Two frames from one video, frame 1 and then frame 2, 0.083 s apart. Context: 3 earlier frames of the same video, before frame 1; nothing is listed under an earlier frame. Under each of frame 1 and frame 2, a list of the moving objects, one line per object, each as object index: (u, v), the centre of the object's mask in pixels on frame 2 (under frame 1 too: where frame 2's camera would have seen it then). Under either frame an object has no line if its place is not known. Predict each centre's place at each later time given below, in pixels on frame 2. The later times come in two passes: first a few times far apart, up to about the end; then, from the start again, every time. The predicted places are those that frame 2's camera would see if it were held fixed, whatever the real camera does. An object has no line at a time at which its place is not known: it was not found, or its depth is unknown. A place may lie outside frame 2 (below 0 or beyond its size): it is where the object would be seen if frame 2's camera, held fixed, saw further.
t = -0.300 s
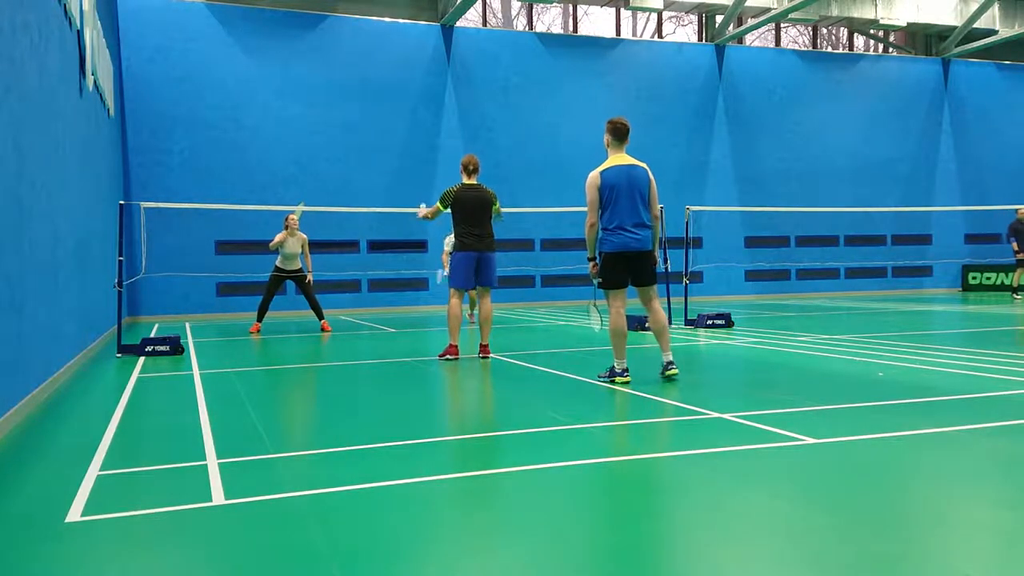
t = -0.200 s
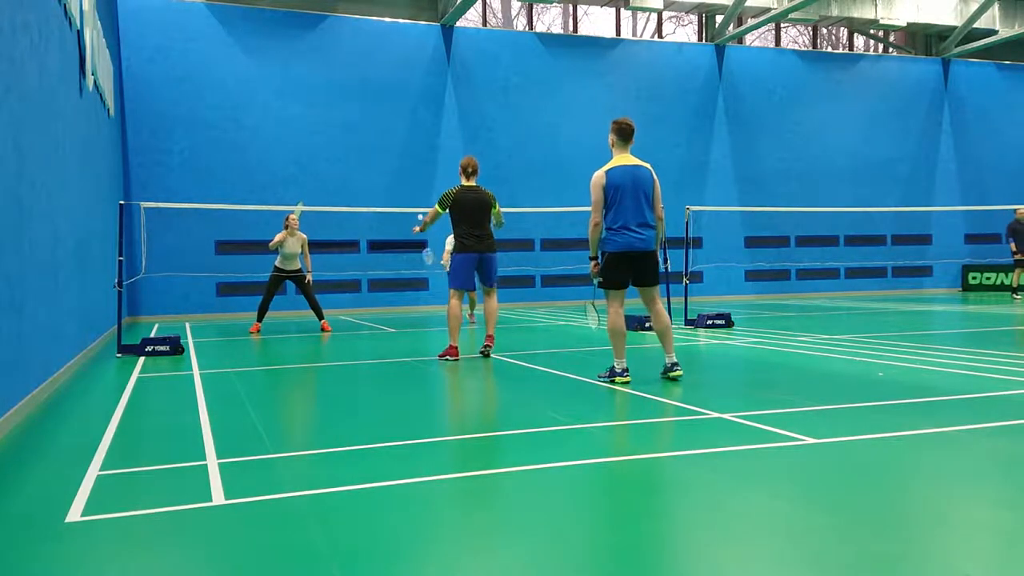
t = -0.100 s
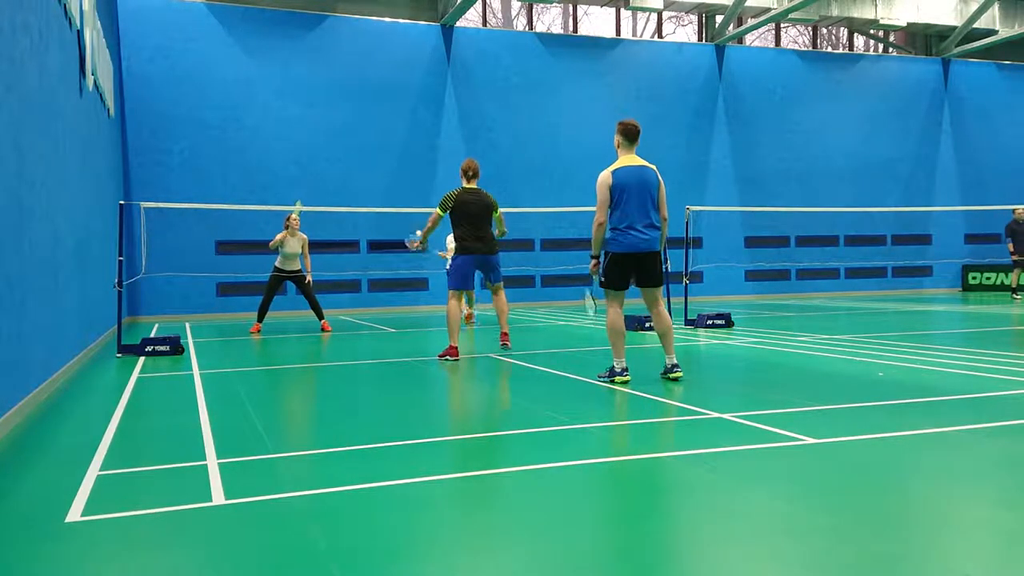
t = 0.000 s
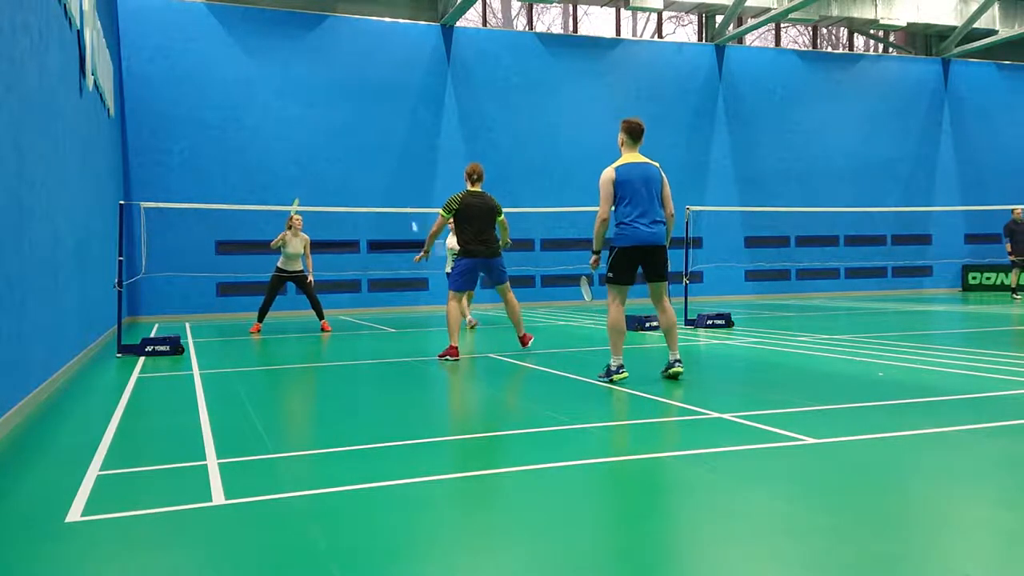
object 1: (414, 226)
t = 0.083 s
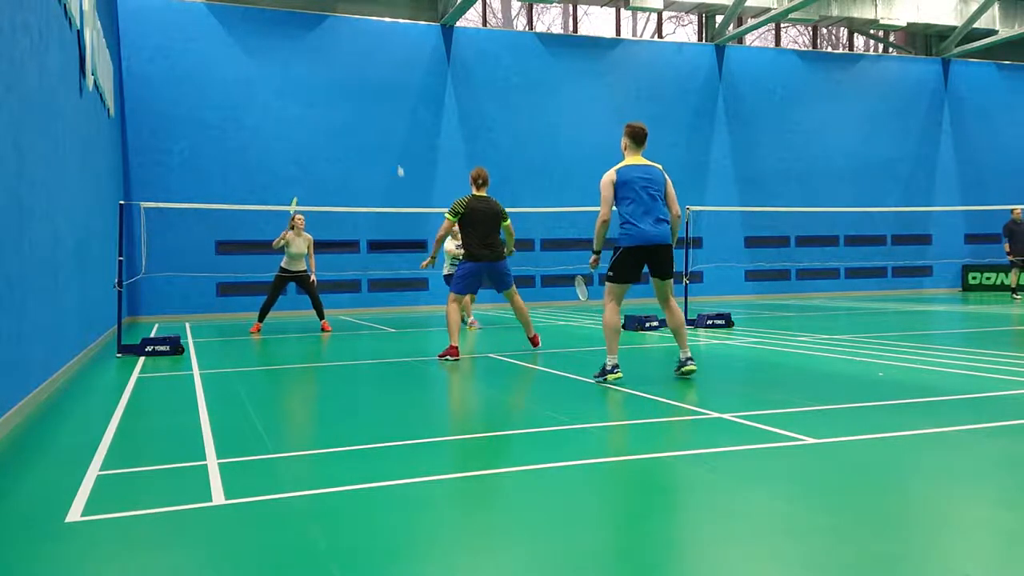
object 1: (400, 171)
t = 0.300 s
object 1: (367, 68)
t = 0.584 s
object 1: (318, 14)
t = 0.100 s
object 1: (398, 161)
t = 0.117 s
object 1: (396, 152)
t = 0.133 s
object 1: (393, 143)
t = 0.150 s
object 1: (390, 134)
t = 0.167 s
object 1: (388, 125)
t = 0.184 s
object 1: (384, 117)
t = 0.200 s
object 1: (382, 109)
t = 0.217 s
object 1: (380, 102)
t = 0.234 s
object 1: (378, 94)
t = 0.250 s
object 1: (375, 88)
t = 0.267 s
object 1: (372, 80)
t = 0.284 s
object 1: (370, 74)
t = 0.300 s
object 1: (367, 68)
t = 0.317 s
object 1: (364, 62)
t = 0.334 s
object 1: (362, 57)
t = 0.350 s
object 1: (359, 51)
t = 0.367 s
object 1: (356, 46)
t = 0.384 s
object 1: (353, 42)
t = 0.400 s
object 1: (351, 38)
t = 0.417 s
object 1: (347, 33)
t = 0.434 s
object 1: (345, 30)
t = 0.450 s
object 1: (342, 27)
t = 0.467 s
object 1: (339, 24)
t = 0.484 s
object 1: (337, 21)
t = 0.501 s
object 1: (333, 19)
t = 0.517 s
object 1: (330, 17)
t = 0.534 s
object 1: (327, 16)
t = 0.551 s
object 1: (324, 15)
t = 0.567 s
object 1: (321, 14)
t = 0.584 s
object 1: (318, 14)
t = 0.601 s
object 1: (315, 14)
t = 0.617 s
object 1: (312, 14)
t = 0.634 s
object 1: (309, 15)
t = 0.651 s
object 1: (305, 17)
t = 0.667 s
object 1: (302, 18)
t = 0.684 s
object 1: (298, 21)
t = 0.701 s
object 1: (295, 23)
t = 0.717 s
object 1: (292, 26)
